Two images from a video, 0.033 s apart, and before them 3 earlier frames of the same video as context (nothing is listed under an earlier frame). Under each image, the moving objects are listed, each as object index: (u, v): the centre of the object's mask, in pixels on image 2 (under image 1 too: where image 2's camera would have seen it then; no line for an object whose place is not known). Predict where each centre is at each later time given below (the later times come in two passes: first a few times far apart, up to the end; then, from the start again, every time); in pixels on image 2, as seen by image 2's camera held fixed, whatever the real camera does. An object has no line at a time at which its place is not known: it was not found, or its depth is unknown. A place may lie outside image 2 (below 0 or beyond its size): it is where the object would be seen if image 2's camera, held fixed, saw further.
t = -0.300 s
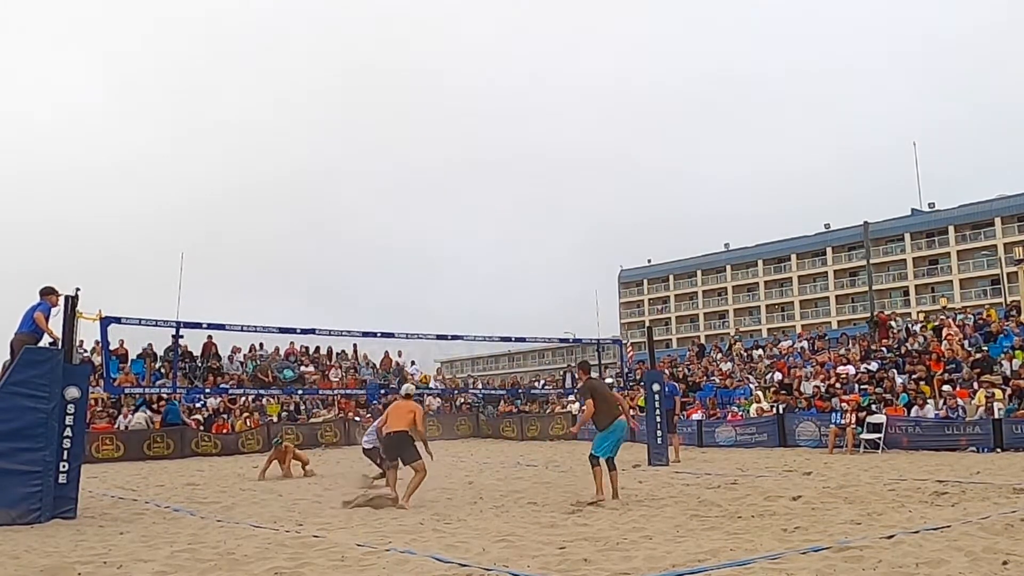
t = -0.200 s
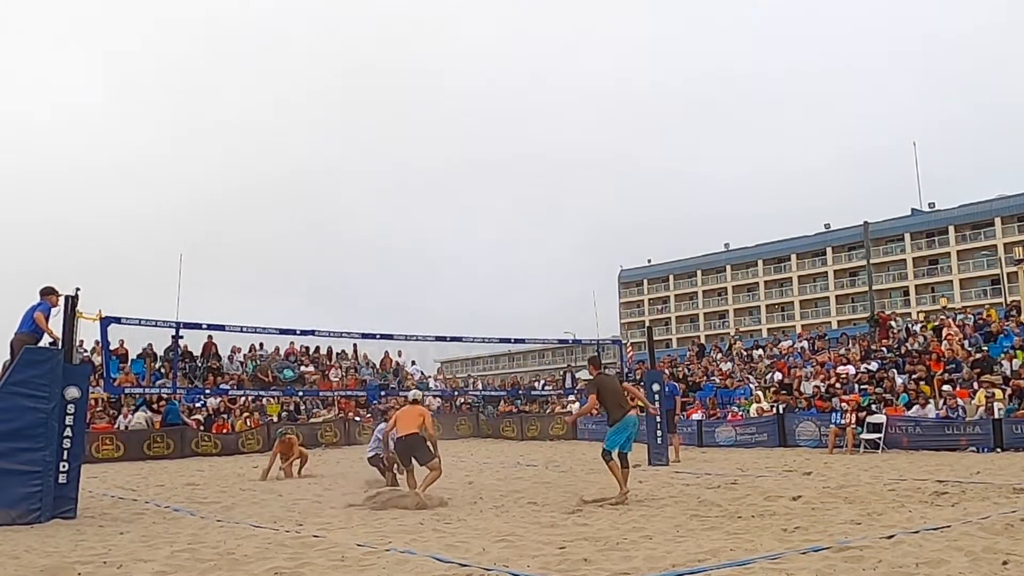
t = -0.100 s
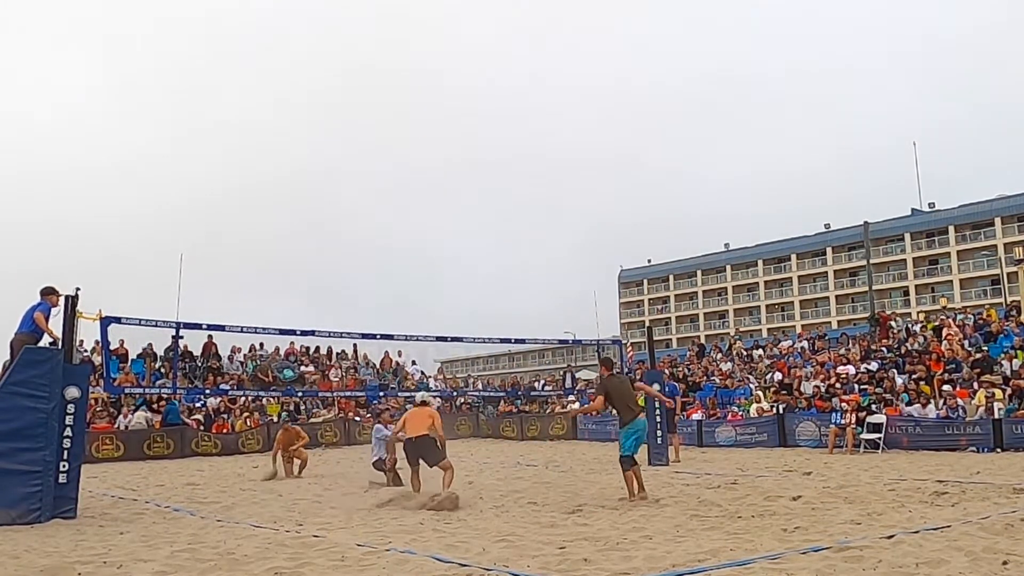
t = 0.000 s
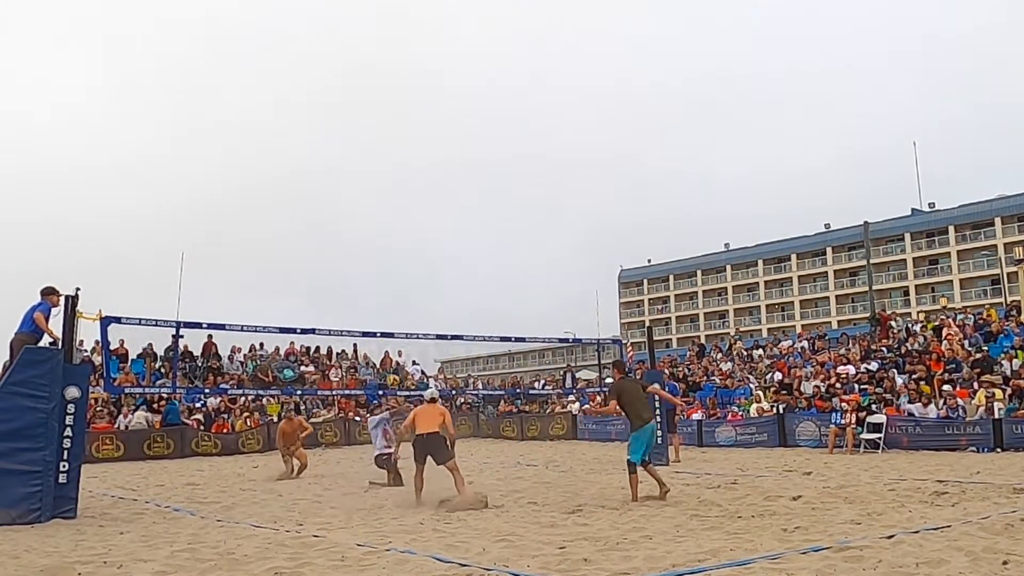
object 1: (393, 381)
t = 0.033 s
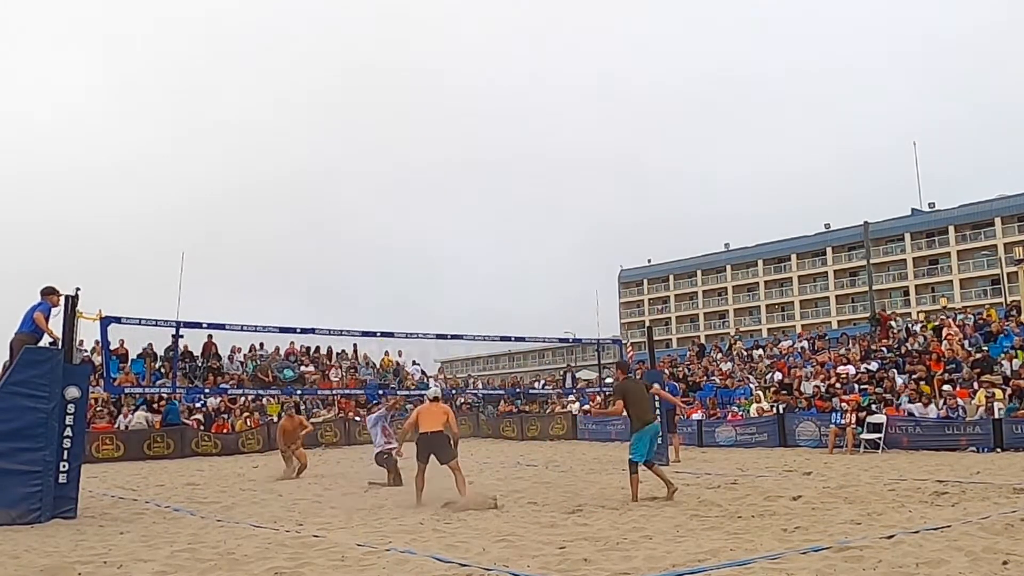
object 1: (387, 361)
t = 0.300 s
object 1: (342, 241)
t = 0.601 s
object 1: (292, 163)
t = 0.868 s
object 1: (248, 140)
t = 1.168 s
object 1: (196, 166)
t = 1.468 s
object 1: (144, 251)
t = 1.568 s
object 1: (127, 293)
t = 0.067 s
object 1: (381, 345)
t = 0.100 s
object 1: (376, 327)
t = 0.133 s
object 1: (370, 312)
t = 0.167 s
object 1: (365, 296)
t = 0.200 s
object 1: (359, 281)
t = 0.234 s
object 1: (354, 267)
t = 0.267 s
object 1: (348, 254)
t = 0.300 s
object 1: (342, 241)
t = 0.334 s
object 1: (336, 230)
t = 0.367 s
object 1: (331, 219)
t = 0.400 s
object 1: (325, 209)
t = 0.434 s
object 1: (320, 200)
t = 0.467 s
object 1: (314, 191)
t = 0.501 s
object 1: (309, 183)
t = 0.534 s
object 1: (303, 176)
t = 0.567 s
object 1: (298, 169)
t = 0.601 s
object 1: (292, 163)
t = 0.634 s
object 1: (287, 157)
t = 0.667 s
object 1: (281, 153)
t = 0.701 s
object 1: (275, 149)
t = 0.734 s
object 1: (270, 146)
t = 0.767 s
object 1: (264, 143)
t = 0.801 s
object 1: (259, 141)
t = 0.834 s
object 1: (253, 140)
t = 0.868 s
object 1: (248, 140)
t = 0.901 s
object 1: (242, 140)
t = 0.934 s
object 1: (236, 140)
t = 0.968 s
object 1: (231, 142)
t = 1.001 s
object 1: (225, 144)
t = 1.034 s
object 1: (219, 147)
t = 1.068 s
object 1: (213, 151)
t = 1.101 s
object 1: (208, 155)
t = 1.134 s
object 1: (202, 160)
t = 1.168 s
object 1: (196, 166)
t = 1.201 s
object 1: (190, 172)
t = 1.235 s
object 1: (185, 179)
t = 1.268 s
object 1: (179, 187)
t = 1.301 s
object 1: (173, 196)
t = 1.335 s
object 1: (167, 205)
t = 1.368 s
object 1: (162, 216)
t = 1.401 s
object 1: (156, 226)
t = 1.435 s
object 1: (150, 238)
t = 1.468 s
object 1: (144, 251)
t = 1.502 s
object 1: (138, 264)
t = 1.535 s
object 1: (133, 278)
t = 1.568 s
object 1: (127, 293)
